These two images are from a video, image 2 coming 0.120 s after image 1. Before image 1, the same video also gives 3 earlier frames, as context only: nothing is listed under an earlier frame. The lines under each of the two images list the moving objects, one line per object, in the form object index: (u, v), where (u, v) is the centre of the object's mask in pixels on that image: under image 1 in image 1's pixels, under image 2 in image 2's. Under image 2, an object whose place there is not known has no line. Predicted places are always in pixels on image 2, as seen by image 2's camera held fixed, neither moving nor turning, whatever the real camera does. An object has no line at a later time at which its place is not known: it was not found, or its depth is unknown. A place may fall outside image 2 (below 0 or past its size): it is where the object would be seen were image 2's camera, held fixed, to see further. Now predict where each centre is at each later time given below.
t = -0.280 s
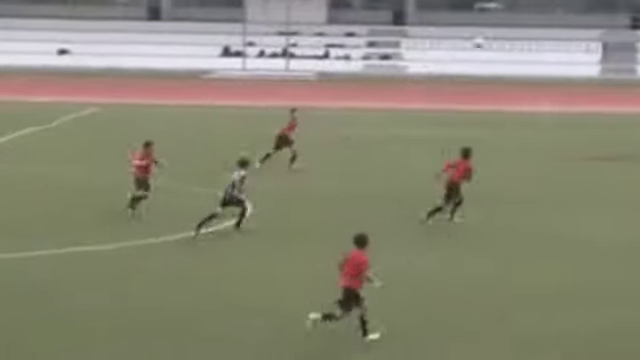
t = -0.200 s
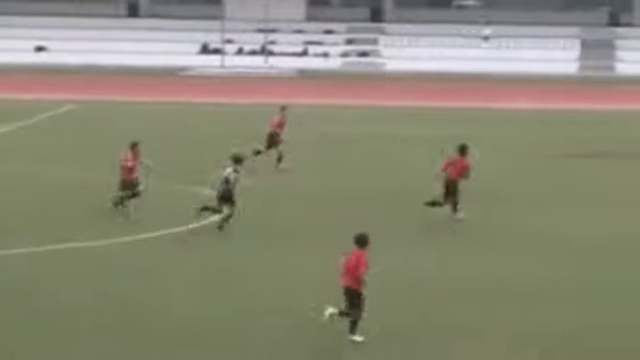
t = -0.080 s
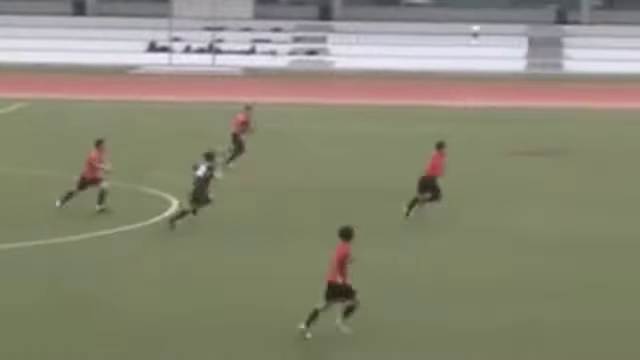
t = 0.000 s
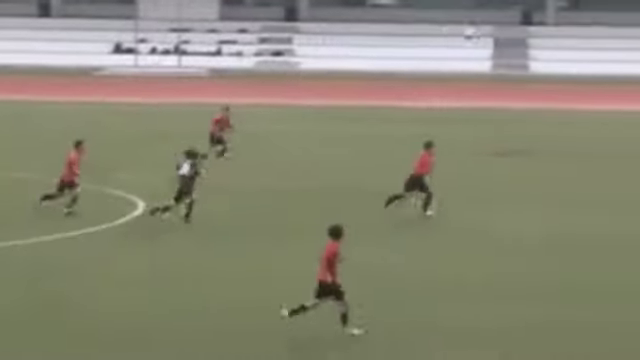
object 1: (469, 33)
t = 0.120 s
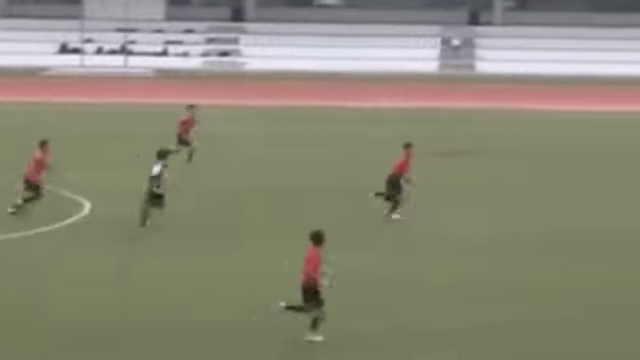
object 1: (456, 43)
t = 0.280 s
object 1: (508, 71)
